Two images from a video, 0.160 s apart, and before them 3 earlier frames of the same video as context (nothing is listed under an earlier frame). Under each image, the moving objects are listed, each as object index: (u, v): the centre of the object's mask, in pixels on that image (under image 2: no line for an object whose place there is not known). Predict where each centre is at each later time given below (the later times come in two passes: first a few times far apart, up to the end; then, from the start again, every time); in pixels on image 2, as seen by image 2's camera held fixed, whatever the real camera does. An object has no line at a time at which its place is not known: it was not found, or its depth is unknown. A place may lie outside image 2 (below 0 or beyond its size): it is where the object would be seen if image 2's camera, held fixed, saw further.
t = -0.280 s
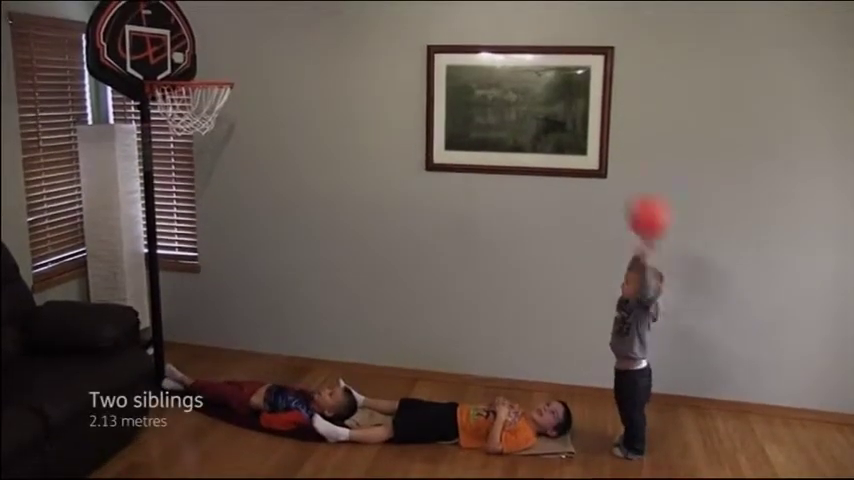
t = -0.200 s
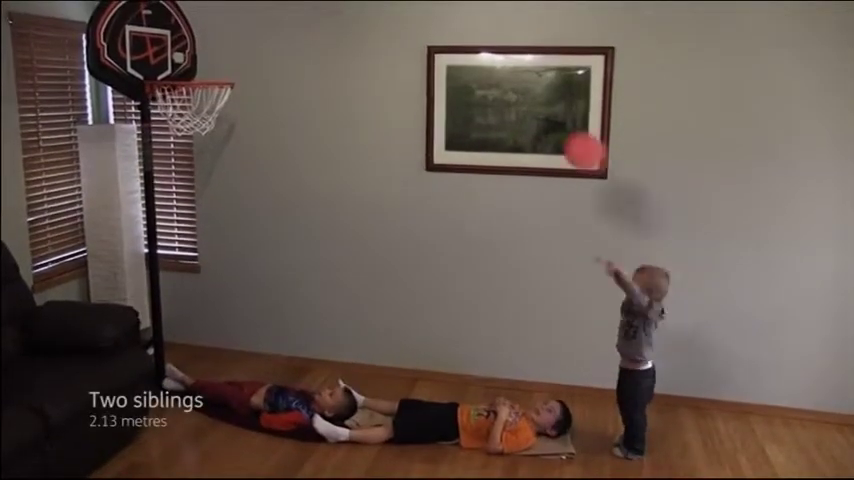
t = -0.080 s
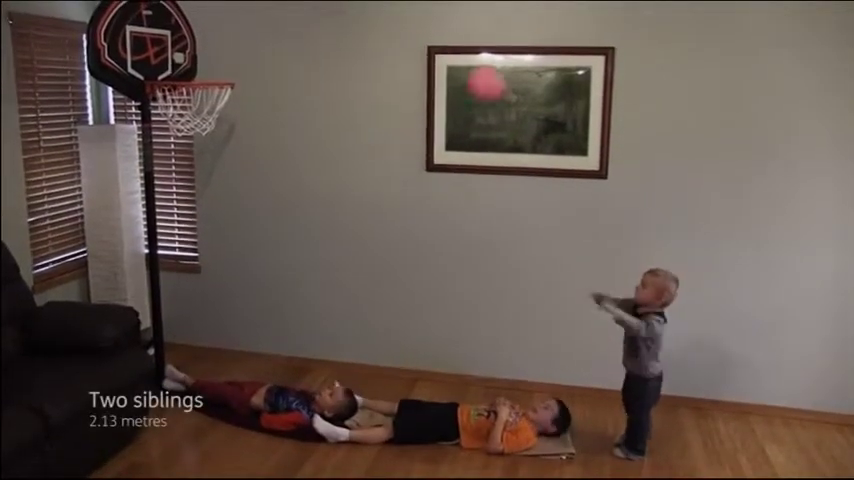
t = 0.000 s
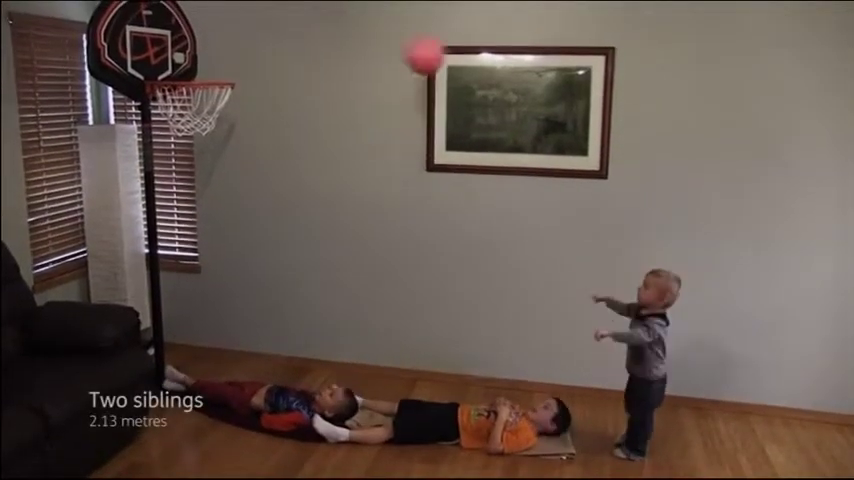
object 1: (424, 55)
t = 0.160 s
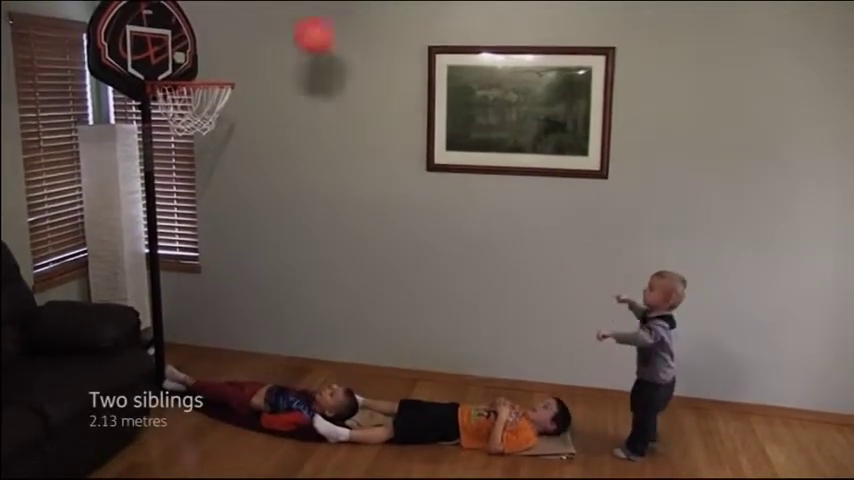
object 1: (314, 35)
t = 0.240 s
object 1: (263, 46)
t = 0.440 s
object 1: (168, 105)
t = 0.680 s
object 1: (195, 138)
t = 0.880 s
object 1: (229, 231)
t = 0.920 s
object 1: (236, 256)
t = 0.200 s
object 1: (288, 39)
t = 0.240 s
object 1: (263, 46)
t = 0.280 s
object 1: (238, 57)
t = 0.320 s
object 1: (217, 69)
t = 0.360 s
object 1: (193, 86)
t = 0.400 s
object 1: (178, 97)
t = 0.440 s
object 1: (168, 105)
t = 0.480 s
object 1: (167, 108)
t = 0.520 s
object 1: (168, 108)
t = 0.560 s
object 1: (175, 115)
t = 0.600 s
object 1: (182, 119)
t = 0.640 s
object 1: (186, 127)
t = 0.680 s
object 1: (195, 138)
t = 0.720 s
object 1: (201, 150)
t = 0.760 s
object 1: (208, 166)
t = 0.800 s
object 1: (215, 185)
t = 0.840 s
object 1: (223, 206)
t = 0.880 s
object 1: (229, 231)
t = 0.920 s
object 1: (236, 256)
